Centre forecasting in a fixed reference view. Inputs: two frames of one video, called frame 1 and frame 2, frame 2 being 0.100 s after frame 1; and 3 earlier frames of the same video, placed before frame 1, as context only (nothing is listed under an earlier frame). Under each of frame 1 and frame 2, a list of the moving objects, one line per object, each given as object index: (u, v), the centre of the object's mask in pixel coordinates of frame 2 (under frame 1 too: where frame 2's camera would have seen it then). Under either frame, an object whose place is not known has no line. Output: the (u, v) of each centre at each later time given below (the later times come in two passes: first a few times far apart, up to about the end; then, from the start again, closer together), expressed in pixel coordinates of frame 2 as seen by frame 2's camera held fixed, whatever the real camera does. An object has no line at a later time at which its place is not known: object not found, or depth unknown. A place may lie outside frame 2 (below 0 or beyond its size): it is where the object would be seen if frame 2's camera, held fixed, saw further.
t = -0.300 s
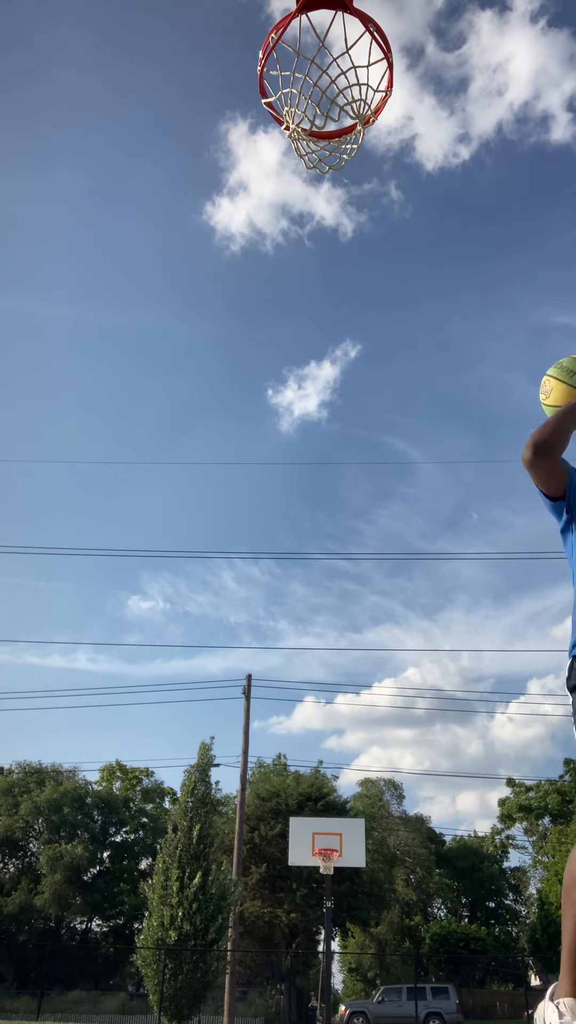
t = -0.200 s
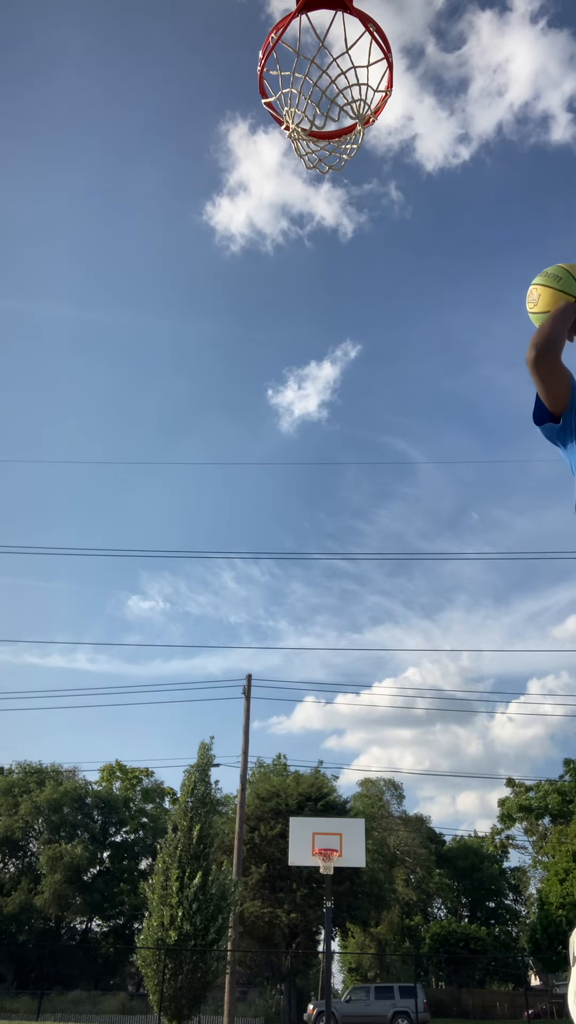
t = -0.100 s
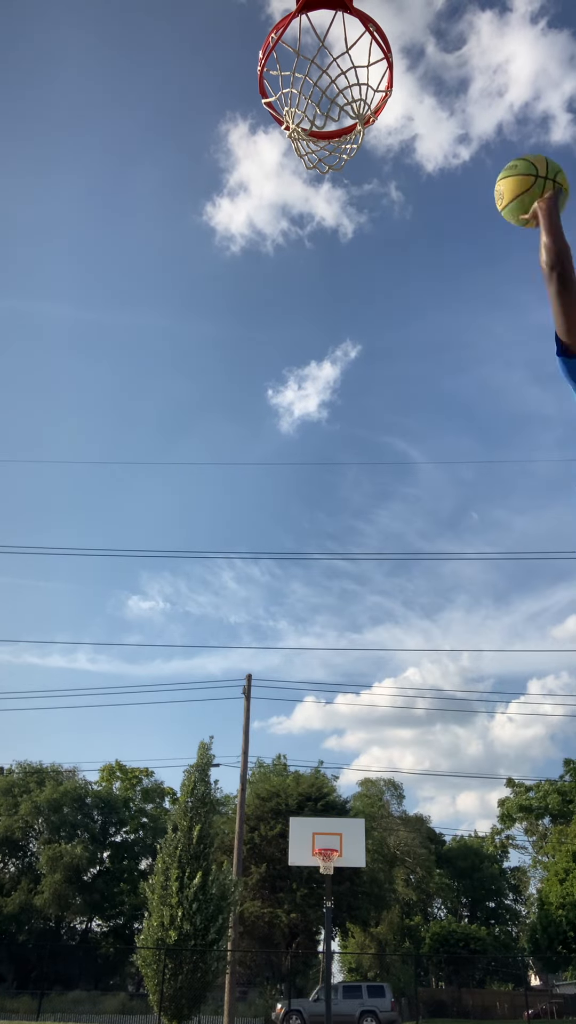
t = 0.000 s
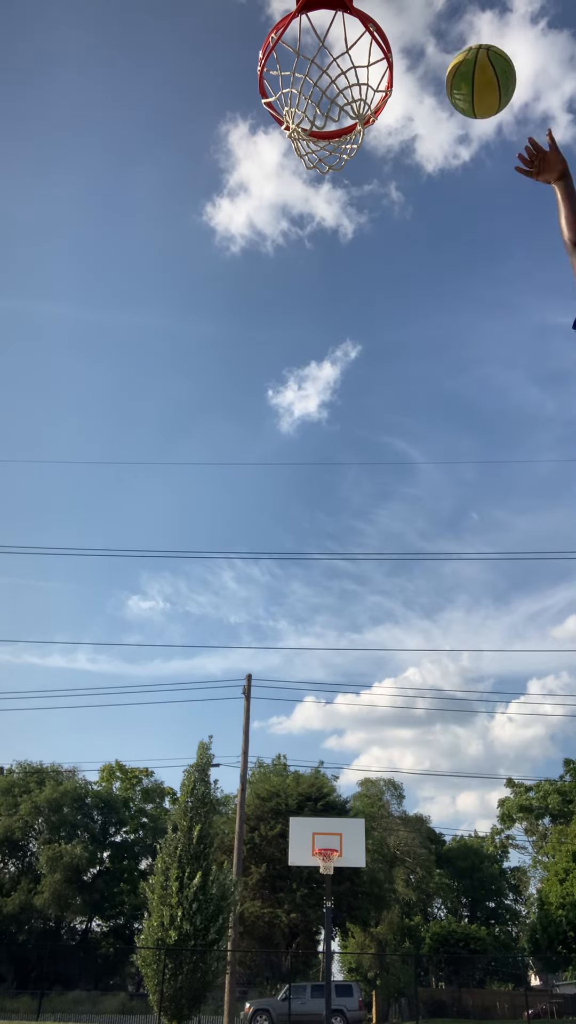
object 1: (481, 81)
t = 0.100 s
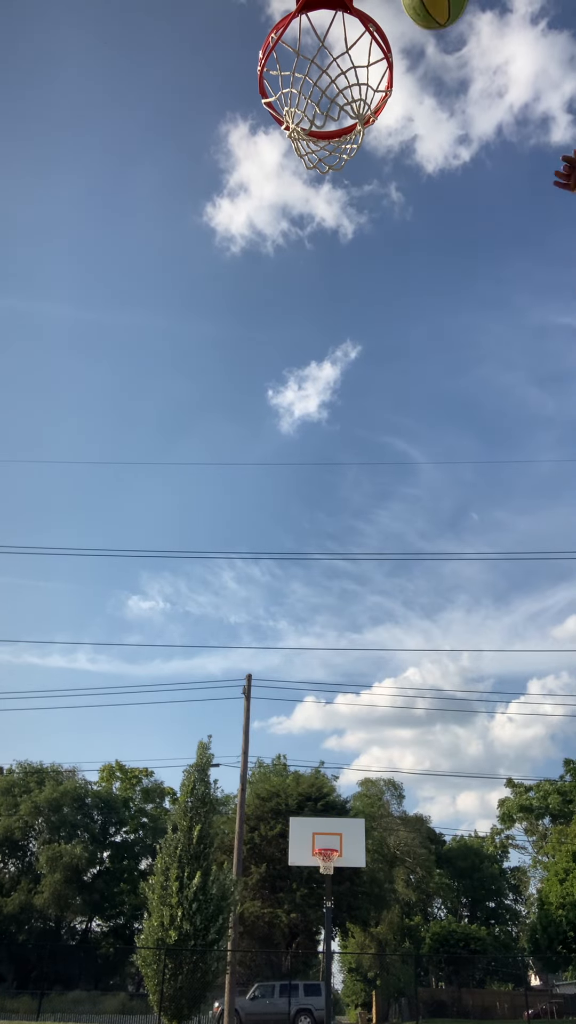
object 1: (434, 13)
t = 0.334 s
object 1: (373, 21)
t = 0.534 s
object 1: (326, 89)
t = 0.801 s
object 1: (319, 94)
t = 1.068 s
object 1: (368, 255)
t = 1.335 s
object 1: (444, 713)
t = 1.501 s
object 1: (485, 846)
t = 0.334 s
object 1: (373, 21)
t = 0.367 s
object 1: (361, 33)
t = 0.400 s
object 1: (351, 50)
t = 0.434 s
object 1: (348, 66)
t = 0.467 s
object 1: (341, 86)
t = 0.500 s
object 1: (334, 96)
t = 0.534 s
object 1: (326, 89)
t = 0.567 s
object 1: (319, 83)
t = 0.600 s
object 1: (309, 79)
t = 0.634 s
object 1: (301, 75)
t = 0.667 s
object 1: (301, 73)
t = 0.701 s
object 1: (303, 76)
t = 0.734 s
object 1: (307, 78)
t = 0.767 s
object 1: (313, 85)
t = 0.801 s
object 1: (319, 94)
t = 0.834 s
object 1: (326, 104)
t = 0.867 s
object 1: (332, 116)
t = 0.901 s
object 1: (336, 130)
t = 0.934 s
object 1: (343, 152)
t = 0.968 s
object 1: (348, 172)
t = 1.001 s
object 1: (355, 197)
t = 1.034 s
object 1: (362, 224)
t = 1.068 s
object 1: (368, 255)
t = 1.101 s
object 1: (375, 291)
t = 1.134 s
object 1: (382, 330)
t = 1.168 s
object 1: (390, 375)
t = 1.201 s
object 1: (399, 425)
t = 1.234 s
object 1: (409, 484)
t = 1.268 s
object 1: (418, 549)
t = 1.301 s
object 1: (430, 625)
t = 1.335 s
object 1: (444, 713)
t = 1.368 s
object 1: (460, 818)
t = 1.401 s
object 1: (475, 939)
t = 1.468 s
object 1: (489, 938)
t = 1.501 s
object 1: (485, 846)
